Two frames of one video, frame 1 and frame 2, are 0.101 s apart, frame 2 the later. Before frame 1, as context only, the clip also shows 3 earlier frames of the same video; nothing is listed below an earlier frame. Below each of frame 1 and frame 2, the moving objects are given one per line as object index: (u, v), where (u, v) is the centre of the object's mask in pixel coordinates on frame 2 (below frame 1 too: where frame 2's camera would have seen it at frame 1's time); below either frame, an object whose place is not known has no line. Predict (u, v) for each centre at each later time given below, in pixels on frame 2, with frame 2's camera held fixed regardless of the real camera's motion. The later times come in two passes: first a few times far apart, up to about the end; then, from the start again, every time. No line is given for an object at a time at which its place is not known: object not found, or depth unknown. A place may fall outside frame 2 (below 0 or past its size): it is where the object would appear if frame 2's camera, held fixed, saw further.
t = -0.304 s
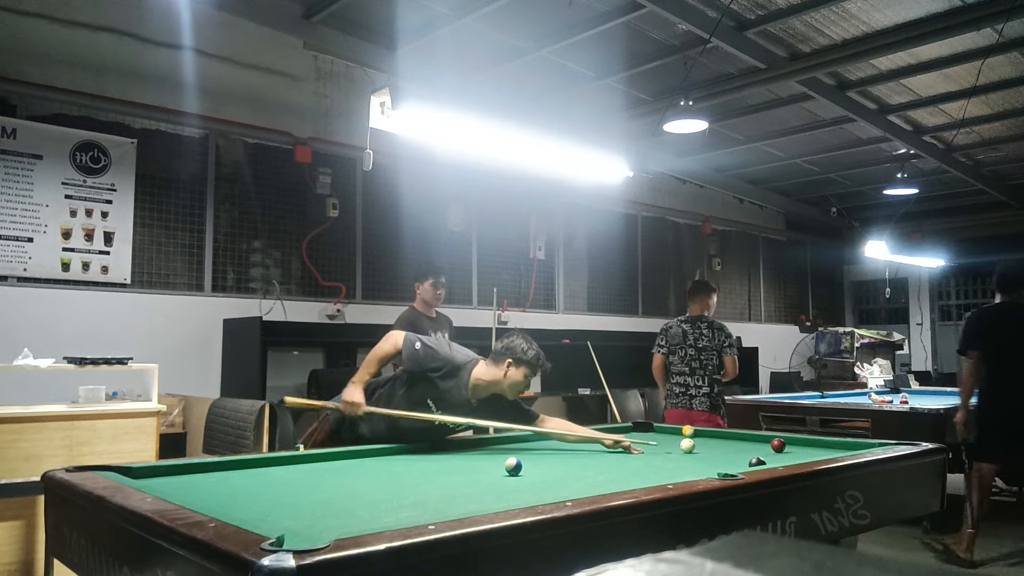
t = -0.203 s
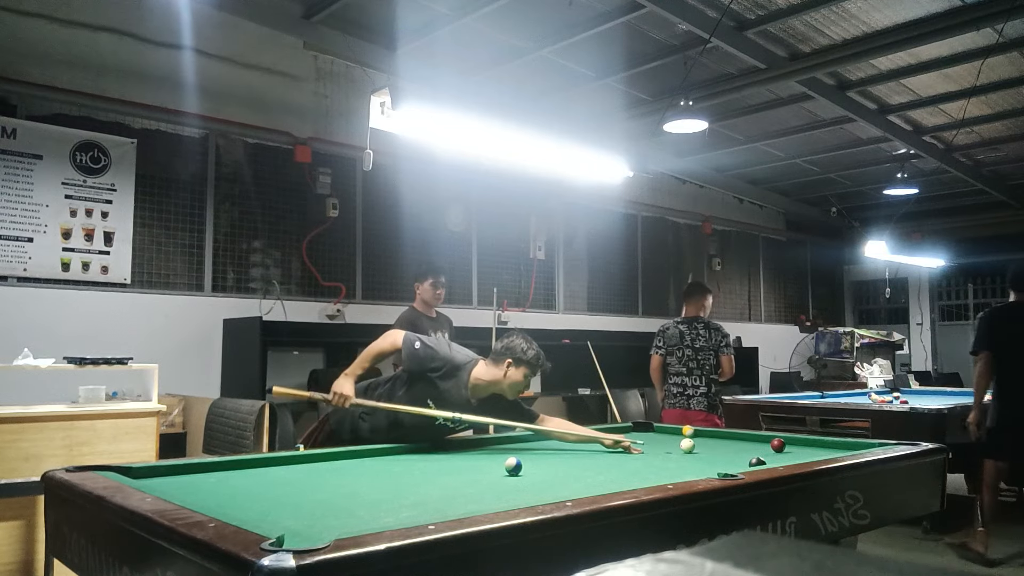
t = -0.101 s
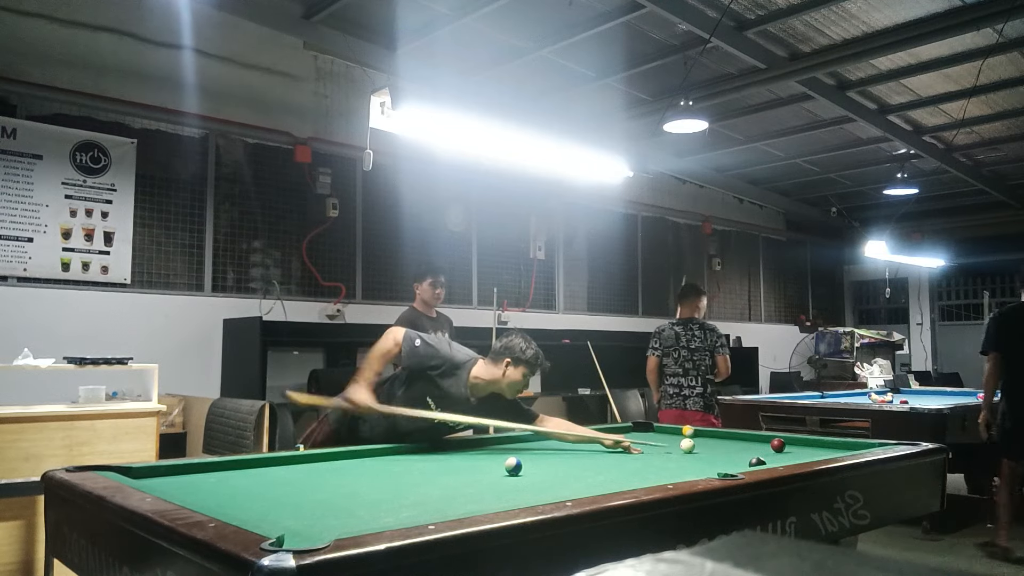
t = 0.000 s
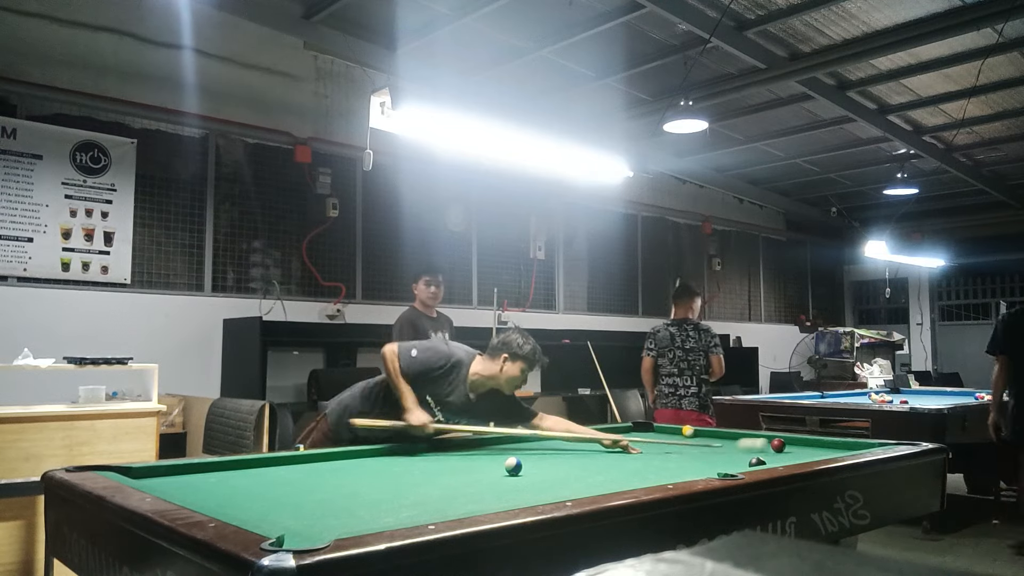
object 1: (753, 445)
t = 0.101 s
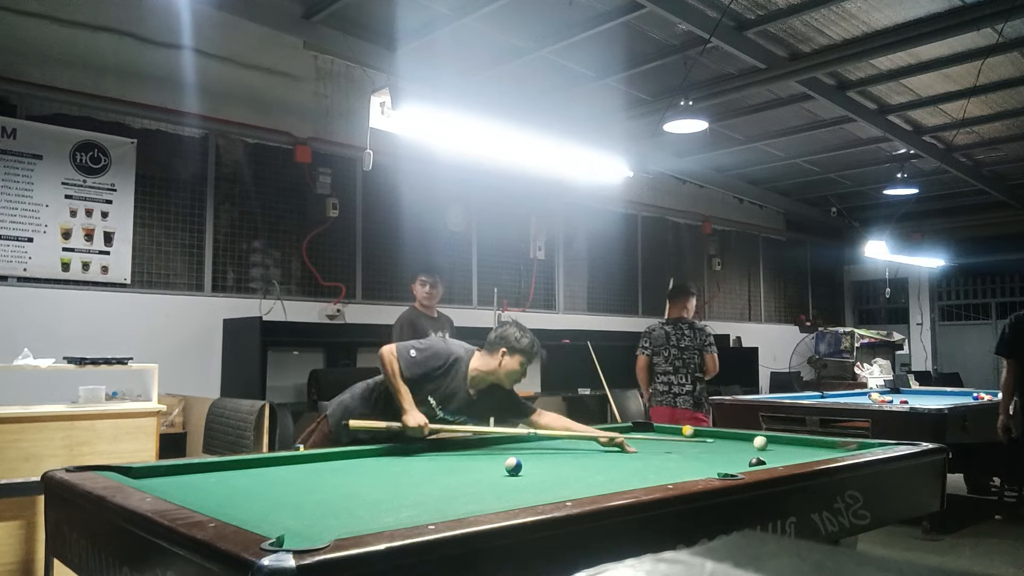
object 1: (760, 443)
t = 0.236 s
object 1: (756, 441)
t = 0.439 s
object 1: (750, 437)
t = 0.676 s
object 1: (728, 435)
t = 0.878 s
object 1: (702, 435)
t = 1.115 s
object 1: (673, 434)
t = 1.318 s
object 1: (649, 434)
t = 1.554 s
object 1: (622, 433)
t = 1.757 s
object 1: (601, 433)
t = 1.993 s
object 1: (579, 432)
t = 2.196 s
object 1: (582, 434)
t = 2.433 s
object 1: (584, 435)
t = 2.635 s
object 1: (587, 436)
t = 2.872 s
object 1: (590, 438)
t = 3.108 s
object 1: (593, 439)
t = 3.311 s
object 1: (595, 440)
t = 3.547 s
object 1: (597, 441)
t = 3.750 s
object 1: (599, 442)
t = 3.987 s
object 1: (600, 443)
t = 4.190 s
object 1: (602, 444)
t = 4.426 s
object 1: (603, 445)
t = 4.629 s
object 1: (604, 445)
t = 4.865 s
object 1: (604, 446)
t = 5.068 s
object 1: (605, 446)
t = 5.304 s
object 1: (605, 447)
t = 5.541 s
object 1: (605, 447)
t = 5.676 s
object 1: (604, 447)
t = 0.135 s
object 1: (759, 442)
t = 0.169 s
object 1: (758, 442)
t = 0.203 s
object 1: (757, 441)
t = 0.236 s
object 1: (756, 441)
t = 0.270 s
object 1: (755, 440)
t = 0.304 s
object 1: (754, 439)
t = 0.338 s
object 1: (753, 439)
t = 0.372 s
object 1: (752, 438)
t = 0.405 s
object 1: (751, 438)
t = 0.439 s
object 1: (750, 437)
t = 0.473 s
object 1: (749, 437)
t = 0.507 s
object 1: (748, 436)
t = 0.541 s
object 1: (747, 436)
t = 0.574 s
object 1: (742, 436)
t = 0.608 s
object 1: (738, 435)
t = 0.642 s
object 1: (733, 435)
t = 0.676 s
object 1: (728, 435)
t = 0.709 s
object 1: (724, 435)
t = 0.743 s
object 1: (720, 435)
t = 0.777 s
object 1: (715, 435)
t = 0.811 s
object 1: (711, 435)
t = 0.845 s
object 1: (706, 435)
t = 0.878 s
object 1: (702, 435)
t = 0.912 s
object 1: (698, 435)
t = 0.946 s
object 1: (693, 435)
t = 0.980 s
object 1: (690, 435)
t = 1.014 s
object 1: (686, 434)
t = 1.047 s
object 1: (681, 434)
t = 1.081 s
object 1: (677, 434)
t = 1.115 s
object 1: (673, 434)
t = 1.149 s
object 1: (669, 434)
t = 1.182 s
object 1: (665, 434)
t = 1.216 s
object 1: (661, 434)
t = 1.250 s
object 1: (657, 434)
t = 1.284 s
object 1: (653, 434)
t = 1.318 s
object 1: (649, 434)
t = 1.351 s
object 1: (645, 434)
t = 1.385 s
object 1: (641, 434)
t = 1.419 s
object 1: (638, 433)
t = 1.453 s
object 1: (634, 433)
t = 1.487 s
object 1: (630, 433)
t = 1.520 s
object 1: (626, 433)
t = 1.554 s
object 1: (622, 433)
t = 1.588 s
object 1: (619, 433)
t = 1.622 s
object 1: (615, 433)
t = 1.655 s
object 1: (611, 433)
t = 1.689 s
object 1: (608, 433)
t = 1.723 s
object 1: (604, 433)
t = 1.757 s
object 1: (601, 433)
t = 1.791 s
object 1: (597, 433)
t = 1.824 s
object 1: (594, 433)
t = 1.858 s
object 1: (590, 433)
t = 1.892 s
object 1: (587, 432)
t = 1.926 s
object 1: (583, 432)
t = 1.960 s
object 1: (580, 432)
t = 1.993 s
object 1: (579, 432)
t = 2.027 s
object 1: (580, 433)
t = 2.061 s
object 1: (580, 433)
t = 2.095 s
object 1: (581, 433)
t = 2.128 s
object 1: (581, 433)
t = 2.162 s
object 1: (582, 433)
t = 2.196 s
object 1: (582, 434)
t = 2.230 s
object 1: (582, 434)
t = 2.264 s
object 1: (583, 434)
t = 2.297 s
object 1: (583, 434)
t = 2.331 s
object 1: (583, 434)
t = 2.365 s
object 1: (584, 435)
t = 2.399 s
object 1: (584, 435)
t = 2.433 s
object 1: (584, 435)
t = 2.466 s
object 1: (585, 435)
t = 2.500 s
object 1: (585, 436)
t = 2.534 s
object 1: (586, 436)
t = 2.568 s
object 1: (586, 436)
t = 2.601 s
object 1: (586, 436)
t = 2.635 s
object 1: (587, 436)
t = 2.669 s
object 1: (588, 437)
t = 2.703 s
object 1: (588, 437)
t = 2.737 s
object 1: (588, 437)
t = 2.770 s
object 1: (589, 437)
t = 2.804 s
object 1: (589, 438)
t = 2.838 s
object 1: (590, 438)
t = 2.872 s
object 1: (590, 438)
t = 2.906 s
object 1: (590, 438)
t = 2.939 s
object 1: (591, 438)
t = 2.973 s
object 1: (591, 438)
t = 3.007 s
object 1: (591, 439)
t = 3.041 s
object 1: (592, 439)
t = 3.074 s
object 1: (592, 439)
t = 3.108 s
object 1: (593, 439)
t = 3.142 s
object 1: (593, 439)
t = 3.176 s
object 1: (593, 439)
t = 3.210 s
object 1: (594, 439)
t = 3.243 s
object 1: (594, 440)
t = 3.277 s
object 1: (594, 440)
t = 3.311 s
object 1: (595, 440)
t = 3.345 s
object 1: (595, 440)
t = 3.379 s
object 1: (595, 440)
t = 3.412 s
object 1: (596, 441)
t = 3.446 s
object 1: (596, 441)
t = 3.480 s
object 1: (596, 441)
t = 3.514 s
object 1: (597, 441)
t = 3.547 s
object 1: (597, 441)
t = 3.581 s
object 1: (597, 442)
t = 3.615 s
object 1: (598, 442)
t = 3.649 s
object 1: (598, 442)
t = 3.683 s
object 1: (598, 442)
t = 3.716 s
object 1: (599, 442)
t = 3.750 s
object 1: (599, 442)
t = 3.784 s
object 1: (599, 442)
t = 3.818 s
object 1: (599, 443)
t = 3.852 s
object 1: (600, 443)
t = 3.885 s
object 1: (600, 443)
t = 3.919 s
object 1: (600, 443)
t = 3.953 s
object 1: (600, 443)
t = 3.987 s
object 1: (600, 443)
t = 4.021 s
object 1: (601, 443)
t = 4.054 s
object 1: (601, 443)
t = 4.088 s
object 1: (601, 444)
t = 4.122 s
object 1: (601, 444)
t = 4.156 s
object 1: (601, 444)
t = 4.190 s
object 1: (602, 444)
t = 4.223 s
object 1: (602, 444)
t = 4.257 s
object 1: (602, 444)
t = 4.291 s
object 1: (602, 444)
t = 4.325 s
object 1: (602, 444)
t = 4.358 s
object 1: (602, 444)
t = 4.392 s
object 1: (603, 445)
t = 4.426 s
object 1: (603, 445)
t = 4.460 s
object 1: (603, 445)
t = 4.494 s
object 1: (603, 445)
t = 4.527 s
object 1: (603, 445)
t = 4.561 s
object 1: (603, 445)
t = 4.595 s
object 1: (603, 445)
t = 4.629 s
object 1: (604, 445)
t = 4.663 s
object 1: (604, 445)
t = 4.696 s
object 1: (604, 445)
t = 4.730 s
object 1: (604, 445)
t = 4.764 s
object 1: (604, 446)
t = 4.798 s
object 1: (604, 446)
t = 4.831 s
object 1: (604, 446)
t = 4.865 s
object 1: (604, 446)
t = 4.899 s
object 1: (604, 446)
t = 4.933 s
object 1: (604, 446)
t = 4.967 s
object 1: (605, 446)
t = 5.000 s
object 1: (605, 446)
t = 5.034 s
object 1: (605, 446)
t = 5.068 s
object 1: (605, 446)
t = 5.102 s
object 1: (605, 446)
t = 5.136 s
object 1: (605, 446)
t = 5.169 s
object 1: (605, 446)
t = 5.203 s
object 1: (605, 446)
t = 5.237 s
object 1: (605, 447)
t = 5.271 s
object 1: (605, 447)
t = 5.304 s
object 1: (605, 447)
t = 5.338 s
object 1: (605, 447)
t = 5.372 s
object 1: (605, 447)
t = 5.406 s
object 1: (605, 447)
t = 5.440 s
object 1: (605, 447)
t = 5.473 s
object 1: (605, 447)
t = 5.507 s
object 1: (605, 447)
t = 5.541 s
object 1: (605, 447)
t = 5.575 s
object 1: (605, 447)
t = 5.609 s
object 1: (605, 447)
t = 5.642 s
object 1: (604, 447)
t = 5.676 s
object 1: (604, 447)
